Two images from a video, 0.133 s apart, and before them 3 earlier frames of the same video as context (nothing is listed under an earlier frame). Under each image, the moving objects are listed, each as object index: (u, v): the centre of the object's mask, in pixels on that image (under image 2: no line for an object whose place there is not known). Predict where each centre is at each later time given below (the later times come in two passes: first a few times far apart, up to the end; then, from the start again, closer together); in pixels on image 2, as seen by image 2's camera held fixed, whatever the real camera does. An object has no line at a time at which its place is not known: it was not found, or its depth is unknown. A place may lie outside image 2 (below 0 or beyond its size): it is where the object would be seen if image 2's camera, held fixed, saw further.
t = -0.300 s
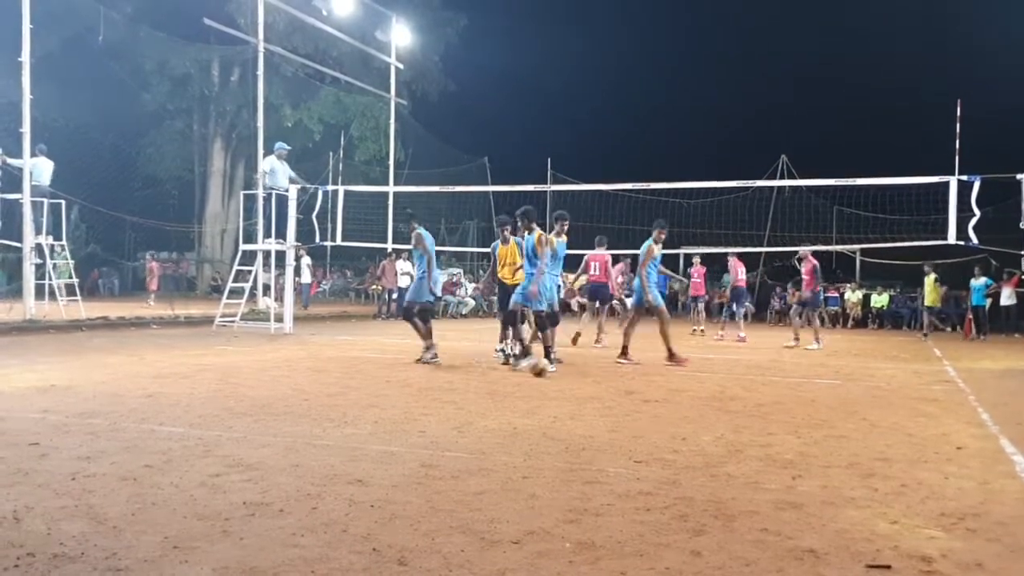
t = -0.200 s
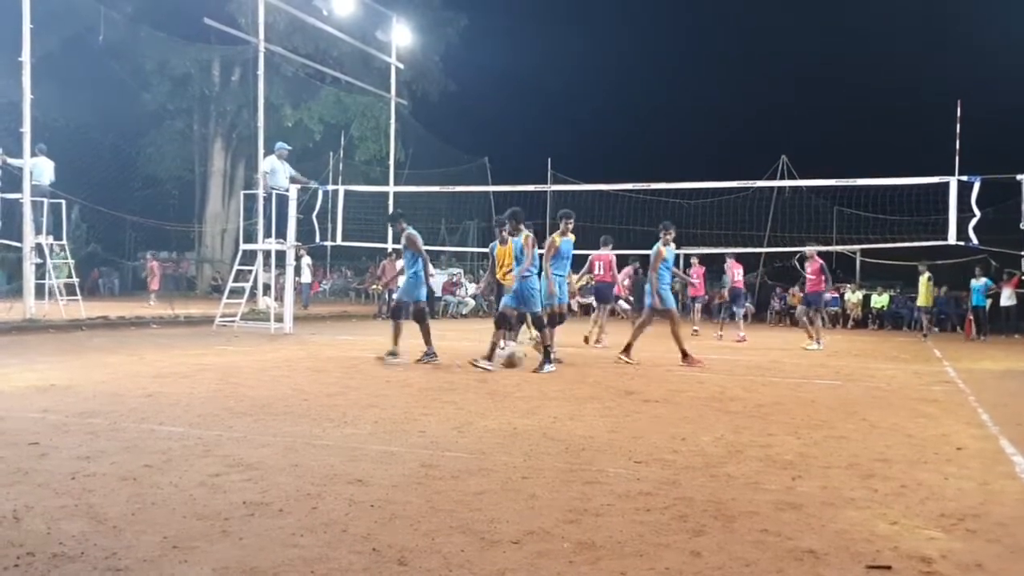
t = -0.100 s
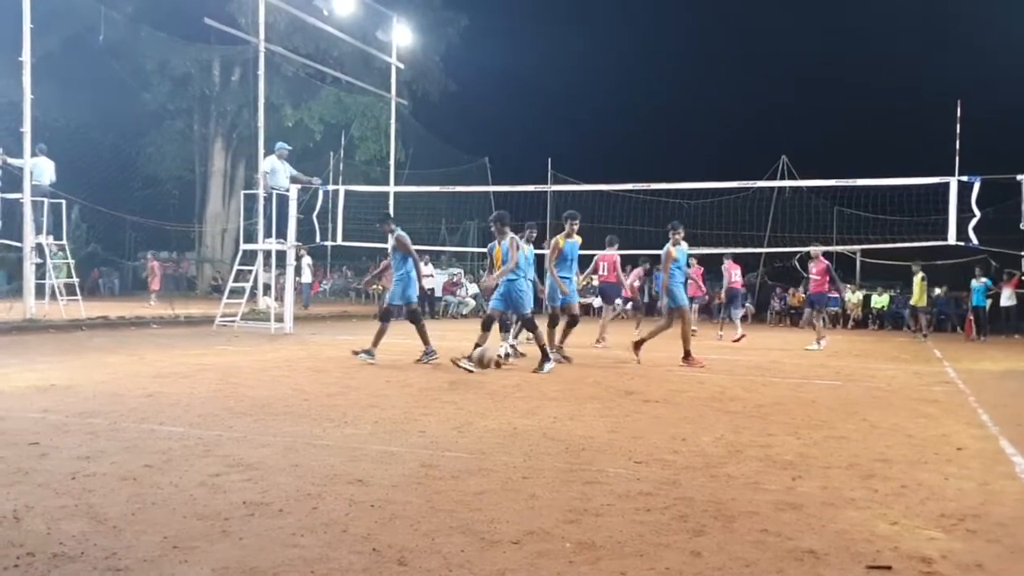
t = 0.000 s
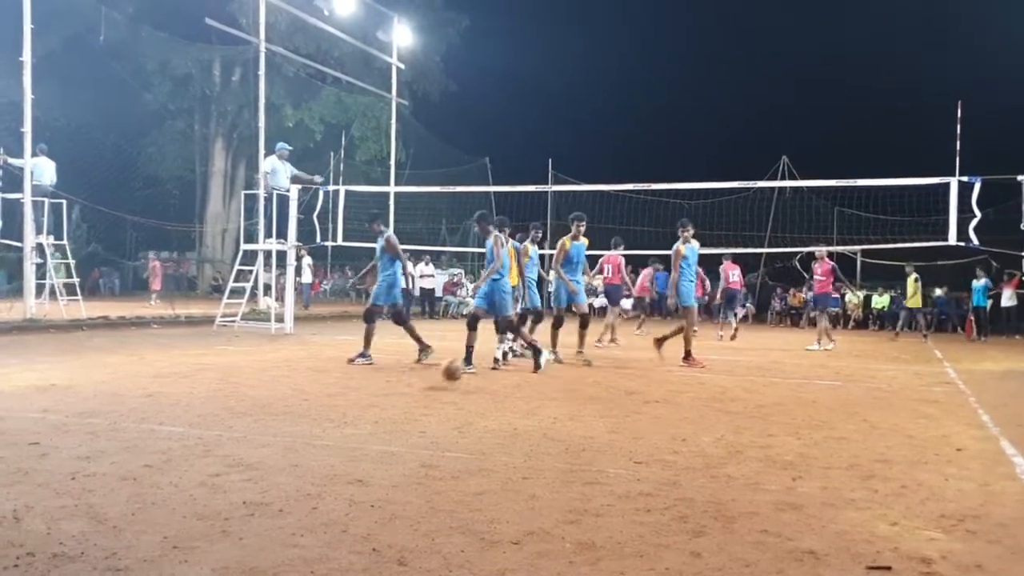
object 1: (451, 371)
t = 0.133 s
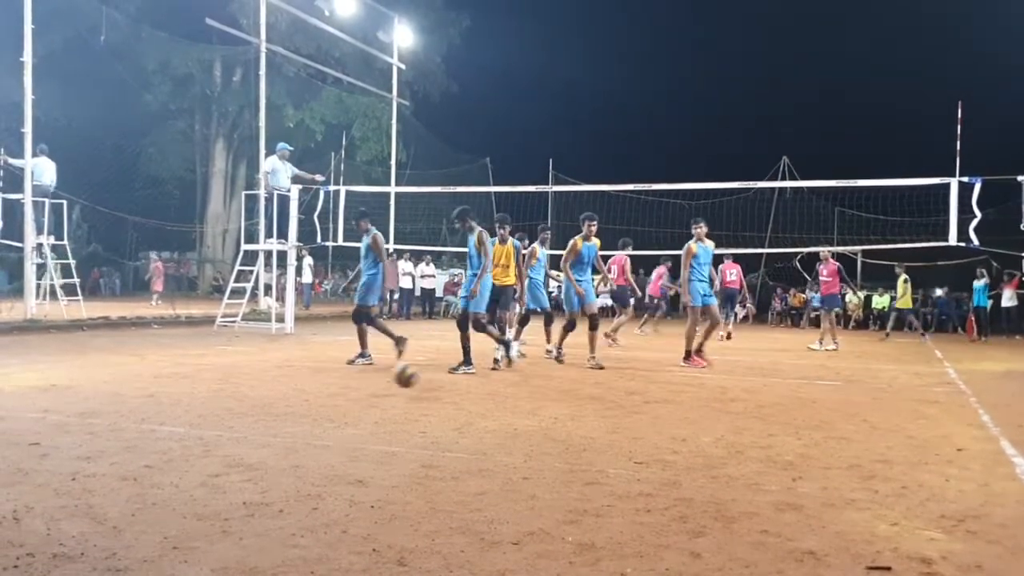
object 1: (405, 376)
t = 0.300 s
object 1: (337, 393)
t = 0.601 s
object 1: (172, 413)
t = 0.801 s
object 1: (25, 431)
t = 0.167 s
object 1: (392, 376)
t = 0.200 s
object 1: (382, 377)
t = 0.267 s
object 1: (349, 385)
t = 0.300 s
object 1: (337, 393)
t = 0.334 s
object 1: (320, 395)
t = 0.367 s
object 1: (304, 395)
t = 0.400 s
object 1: (287, 399)
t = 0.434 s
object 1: (271, 402)
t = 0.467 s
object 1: (253, 402)
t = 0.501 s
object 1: (233, 405)
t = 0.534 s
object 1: (213, 408)
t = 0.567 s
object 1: (193, 410)
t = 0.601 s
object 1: (172, 413)
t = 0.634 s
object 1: (149, 417)
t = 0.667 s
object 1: (128, 416)
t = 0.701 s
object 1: (104, 417)
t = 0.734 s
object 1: (80, 420)
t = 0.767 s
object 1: (54, 428)
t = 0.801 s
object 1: (25, 431)
